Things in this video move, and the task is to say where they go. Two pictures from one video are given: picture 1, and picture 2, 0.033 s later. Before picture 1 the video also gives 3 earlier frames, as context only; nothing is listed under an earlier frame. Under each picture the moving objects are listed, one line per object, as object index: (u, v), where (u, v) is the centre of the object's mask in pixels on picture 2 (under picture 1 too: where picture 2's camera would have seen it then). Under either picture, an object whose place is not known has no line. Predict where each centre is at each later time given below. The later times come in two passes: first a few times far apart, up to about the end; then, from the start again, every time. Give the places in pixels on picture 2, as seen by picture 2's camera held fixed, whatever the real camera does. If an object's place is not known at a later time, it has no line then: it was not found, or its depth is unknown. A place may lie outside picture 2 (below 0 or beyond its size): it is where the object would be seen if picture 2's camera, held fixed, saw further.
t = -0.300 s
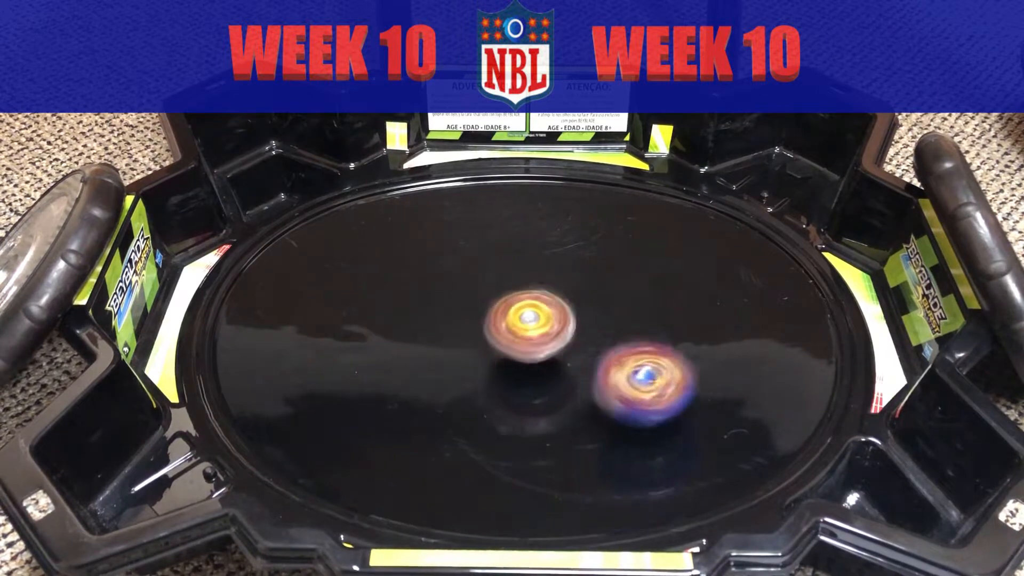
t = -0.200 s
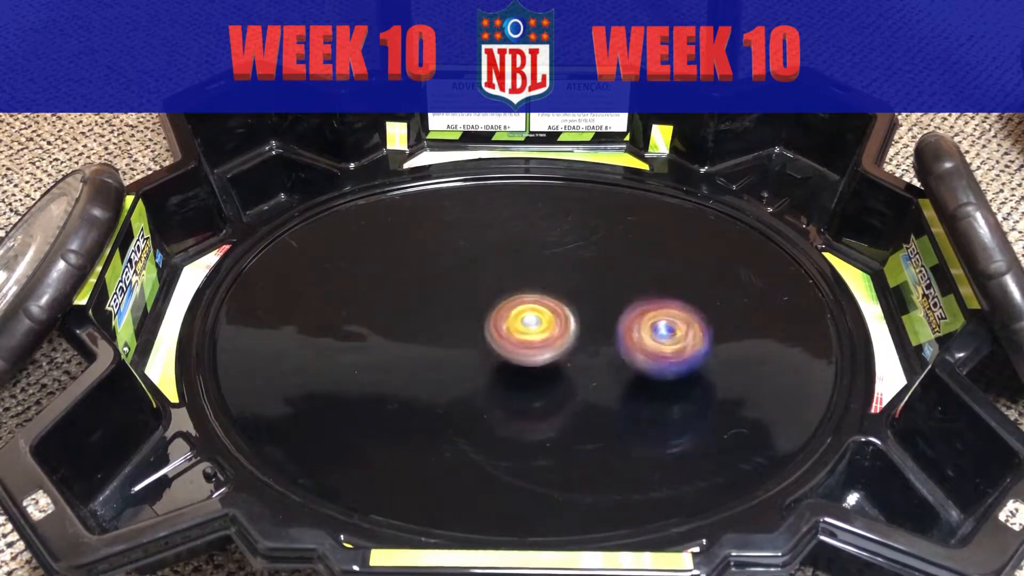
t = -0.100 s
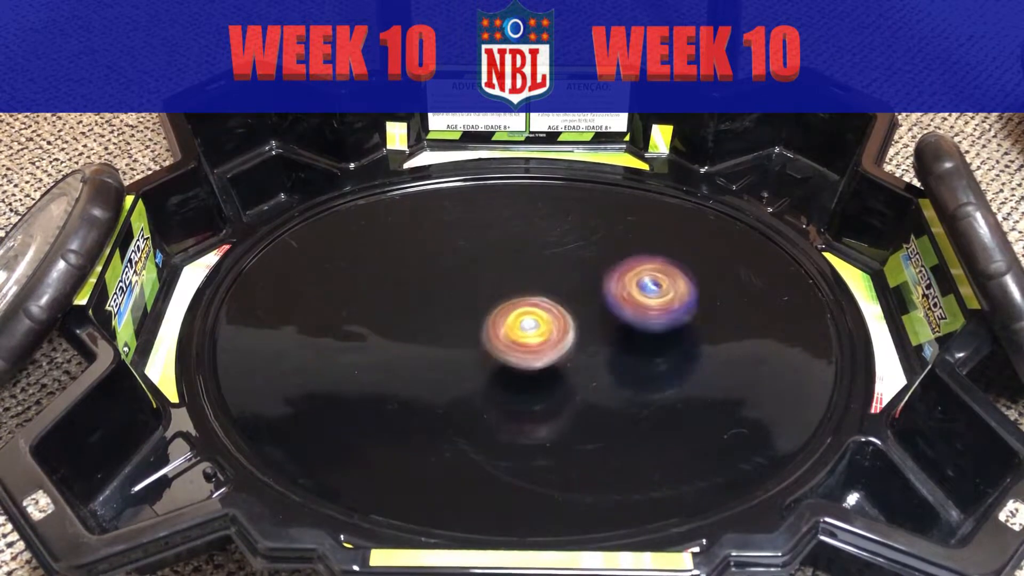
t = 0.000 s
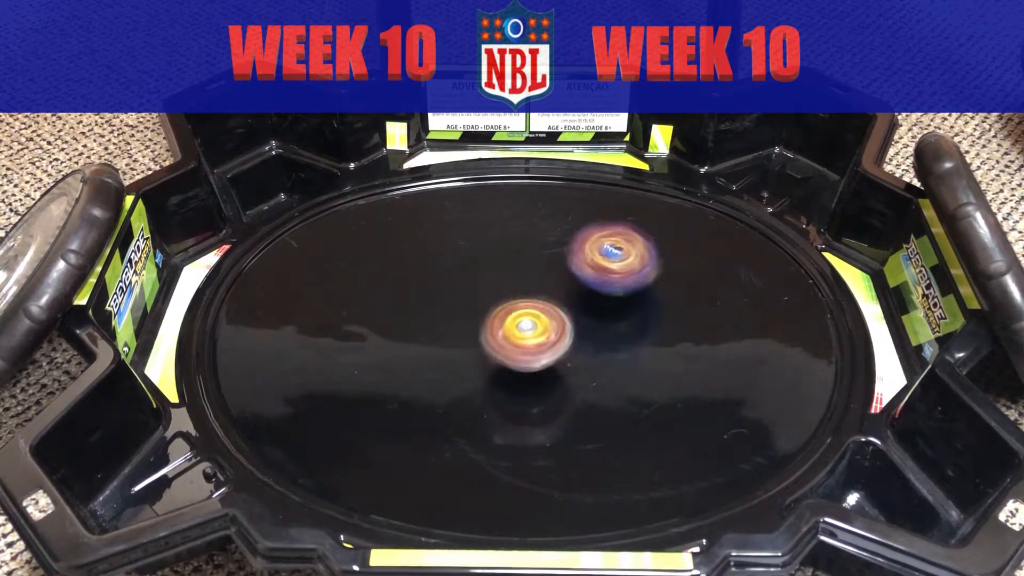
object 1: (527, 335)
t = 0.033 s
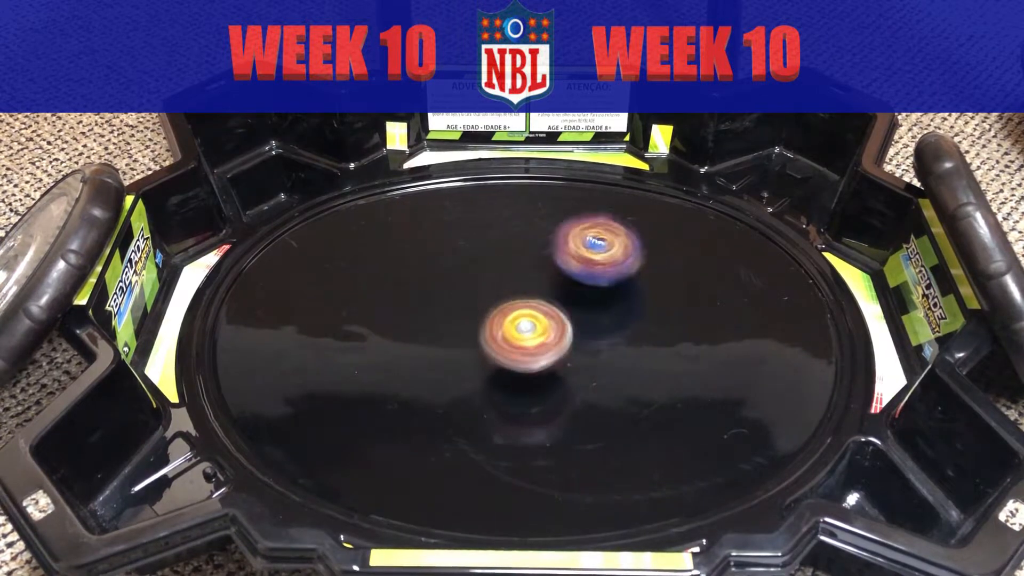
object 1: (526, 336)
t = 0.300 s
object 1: (518, 335)
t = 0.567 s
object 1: (512, 329)
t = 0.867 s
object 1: (512, 320)
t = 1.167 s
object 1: (520, 313)
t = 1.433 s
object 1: (528, 313)
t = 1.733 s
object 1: (530, 318)
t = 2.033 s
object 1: (525, 322)
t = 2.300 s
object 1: (520, 321)
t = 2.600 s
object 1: (517, 317)
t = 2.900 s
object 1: (518, 313)
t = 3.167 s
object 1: (523, 311)
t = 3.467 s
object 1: (526, 314)
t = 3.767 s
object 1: (523, 316)
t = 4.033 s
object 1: (517, 316)
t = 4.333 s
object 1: (475, 328)
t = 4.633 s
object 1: (513, 387)
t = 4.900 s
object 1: (511, 389)
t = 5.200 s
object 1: (529, 363)
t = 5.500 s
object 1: (549, 377)
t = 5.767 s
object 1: (510, 387)
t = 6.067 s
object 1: (361, 408)
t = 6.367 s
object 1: (429, 383)
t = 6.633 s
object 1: (431, 337)
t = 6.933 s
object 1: (459, 352)
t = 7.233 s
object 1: (462, 353)
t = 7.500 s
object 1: (447, 335)
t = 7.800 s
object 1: (461, 343)
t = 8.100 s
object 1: (465, 352)
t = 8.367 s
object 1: (454, 337)
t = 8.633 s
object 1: (464, 344)
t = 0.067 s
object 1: (525, 336)
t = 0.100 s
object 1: (525, 336)
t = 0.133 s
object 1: (523, 336)
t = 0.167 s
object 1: (522, 336)
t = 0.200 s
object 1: (521, 337)
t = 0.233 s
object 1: (521, 336)
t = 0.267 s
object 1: (520, 336)
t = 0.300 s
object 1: (518, 335)
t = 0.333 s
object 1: (517, 335)
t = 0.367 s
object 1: (517, 335)
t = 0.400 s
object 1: (516, 334)
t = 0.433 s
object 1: (514, 333)
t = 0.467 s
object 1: (514, 332)
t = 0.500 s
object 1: (513, 332)
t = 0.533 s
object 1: (513, 330)
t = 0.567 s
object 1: (512, 329)
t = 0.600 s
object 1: (511, 328)
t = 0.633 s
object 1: (512, 328)
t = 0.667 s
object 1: (511, 326)
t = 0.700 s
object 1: (510, 325)
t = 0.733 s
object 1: (510, 324)
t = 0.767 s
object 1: (512, 323)
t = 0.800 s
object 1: (512, 322)
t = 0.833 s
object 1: (511, 321)
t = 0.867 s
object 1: (512, 320)
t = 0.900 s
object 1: (513, 319)
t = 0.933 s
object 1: (514, 318)
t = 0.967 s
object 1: (513, 317)
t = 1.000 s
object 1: (514, 317)
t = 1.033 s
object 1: (516, 316)
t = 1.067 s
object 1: (518, 315)
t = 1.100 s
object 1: (517, 314)
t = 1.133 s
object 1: (519, 314)
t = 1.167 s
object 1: (520, 313)
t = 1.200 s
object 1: (521, 313)
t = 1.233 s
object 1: (521, 313)
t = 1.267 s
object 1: (523, 313)
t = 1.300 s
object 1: (525, 312)
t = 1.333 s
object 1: (525, 312)
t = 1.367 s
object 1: (528, 313)
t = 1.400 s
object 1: (529, 313)
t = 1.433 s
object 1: (528, 313)
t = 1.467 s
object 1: (529, 314)
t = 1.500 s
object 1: (530, 314)
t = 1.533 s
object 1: (530, 315)
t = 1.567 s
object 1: (529, 315)
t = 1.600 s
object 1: (530, 316)
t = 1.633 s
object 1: (531, 316)
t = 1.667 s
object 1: (529, 317)
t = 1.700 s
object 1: (530, 317)
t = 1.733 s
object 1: (530, 318)
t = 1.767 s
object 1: (530, 318)
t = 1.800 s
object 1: (529, 319)
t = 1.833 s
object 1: (530, 320)
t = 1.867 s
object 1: (529, 320)
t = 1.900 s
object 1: (528, 320)
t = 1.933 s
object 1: (528, 321)
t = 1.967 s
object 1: (528, 321)
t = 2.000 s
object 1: (526, 321)
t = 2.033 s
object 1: (525, 322)
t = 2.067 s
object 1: (526, 322)
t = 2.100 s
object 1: (525, 321)
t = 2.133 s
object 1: (523, 322)
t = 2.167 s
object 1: (523, 322)
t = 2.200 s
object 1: (523, 322)
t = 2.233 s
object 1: (520, 322)
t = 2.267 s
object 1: (520, 322)
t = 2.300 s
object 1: (520, 321)
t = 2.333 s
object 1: (518, 321)
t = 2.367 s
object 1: (517, 321)
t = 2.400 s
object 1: (518, 320)
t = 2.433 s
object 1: (517, 319)
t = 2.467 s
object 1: (516, 319)
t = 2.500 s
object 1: (517, 319)
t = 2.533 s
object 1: (517, 318)
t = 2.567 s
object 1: (516, 318)
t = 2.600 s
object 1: (517, 317)
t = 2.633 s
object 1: (517, 317)
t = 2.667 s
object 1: (516, 316)
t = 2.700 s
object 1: (517, 316)
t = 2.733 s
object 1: (517, 315)
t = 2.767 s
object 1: (516, 314)
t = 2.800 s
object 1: (517, 314)
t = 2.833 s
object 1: (518, 313)
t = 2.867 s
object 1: (517, 313)
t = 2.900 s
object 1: (518, 313)
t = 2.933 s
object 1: (519, 312)
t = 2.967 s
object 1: (519, 312)
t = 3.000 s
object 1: (520, 312)
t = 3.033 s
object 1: (521, 311)
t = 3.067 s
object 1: (521, 311)
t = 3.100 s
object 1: (522, 311)
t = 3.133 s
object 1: (523, 311)
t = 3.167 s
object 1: (523, 311)
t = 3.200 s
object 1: (524, 311)
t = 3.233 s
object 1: (525, 311)
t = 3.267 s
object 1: (525, 311)
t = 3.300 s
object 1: (526, 312)
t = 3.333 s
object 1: (527, 312)
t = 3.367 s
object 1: (526, 313)
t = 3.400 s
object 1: (527, 313)
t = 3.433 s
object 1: (527, 313)
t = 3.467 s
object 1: (526, 314)
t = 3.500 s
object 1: (527, 314)
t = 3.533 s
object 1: (527, 314)
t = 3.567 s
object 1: (525, 315)
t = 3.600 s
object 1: (526, 315)
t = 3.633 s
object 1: (526, 315)
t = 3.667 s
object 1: (525, 316)
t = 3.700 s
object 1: (525, 316)
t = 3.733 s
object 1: (524, 316)
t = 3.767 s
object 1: (523, 316)
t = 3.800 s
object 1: (523, 317)
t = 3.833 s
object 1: (522, 316)
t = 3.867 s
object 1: (520, 316)
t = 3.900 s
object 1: (521, 317)
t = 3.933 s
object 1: (519, 316)
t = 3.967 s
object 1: (518, 316)
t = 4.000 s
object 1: (519, 316)
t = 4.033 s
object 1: (517, 316)
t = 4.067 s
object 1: (511, 321)
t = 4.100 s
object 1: (503, 325)
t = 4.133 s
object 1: (496, 328)
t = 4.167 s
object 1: (492, 329)
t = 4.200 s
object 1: (488, 329)
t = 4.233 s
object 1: (485, 329)
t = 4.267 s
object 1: (481, 329)
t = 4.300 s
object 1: (478, 329)
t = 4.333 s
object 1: (475, 328)
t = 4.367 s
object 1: (474, 333)
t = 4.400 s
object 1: (480, 343)
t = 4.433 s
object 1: (483, 350)
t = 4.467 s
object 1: (486, 356)
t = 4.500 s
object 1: (487, 360)
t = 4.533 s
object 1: (495, 369)
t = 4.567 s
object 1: (503, 377)
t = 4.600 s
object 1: (509, 384)
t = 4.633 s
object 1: (513, 387)
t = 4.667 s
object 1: (514, 389)
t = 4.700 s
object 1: (515, 391)
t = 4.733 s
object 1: (516, 392)
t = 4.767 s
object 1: (516, 393)
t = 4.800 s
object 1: (515, 393)
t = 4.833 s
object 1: (513, 393)
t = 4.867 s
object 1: (512, 391)
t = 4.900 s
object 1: (511, 389)
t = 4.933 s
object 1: (510, 385)
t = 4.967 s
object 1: (511, 383)
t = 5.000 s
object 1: (512, 380)
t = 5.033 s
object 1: (513, 376)
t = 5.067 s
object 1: (516, 373)
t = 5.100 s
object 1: (518, 370)
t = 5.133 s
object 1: (522, 367)
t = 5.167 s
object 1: (525, 365)
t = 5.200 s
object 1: (529, 363)
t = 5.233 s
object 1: (532, 362)
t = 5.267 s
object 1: (536, 361)
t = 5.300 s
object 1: (540, 361)
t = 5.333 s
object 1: (542, 364)
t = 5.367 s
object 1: (542, 369)
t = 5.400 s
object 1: (541, 374)
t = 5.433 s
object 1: (545, 374)
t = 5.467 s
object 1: (547, 377)
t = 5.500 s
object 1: (549, 377)
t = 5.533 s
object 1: (549, 379)
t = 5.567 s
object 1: (548, 381)
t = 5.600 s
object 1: (546, 384)
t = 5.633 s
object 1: (542, 385)
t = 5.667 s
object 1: (540, 384)
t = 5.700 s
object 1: (538, 381)
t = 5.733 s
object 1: (538, 379)
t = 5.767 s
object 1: (510, 387)
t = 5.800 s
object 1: (478, 390)
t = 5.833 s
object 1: (444, 401)
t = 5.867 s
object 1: (421, 405)
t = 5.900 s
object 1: (401, 409)
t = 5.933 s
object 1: (390, 409)
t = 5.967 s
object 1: (376, 410)
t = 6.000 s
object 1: (367, 409)
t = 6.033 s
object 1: (362, 409)
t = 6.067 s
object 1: (361, 408)
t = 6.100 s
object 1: (363, 407)
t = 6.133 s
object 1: (367, 405)
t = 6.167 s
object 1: (373, 403)
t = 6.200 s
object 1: (381, 401)
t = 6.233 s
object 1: (392, 398)
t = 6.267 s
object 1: (403, 394)
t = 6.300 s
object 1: (413, 392)
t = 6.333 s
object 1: (421, 388)
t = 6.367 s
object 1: (429, 383)
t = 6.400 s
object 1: (434, 378)
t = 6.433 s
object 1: (436, 369)
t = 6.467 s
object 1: (435, 361)
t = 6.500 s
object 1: (435, 355)
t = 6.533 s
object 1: (435, 349)
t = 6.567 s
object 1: (434, 343)
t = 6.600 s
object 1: (432, 340)
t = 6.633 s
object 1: (431, 337)
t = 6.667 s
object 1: (431, 337)
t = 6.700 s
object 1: (433, 337)
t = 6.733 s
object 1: (435, 338)
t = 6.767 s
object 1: (440, 339)
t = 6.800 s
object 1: (445, 340)
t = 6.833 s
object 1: (449, 342)
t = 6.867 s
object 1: (453, 345)
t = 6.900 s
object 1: (457, 348)
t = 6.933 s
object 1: (459, 352)
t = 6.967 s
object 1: (460, 356)
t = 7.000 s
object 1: (460, 358)
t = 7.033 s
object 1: (459, 360)
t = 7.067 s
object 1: (459, 361)
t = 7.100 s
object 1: (459, 361)
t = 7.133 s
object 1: (460, 360)
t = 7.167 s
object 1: (461, 358)
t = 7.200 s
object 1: (461, 356)
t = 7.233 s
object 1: (462, 353)
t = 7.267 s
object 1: (462, 350)
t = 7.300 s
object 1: (461, 346)
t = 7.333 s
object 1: (459, 343)
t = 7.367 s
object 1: (457, 340)
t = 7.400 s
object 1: (455, 338)
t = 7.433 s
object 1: (452, 337)
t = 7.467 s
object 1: (449, 336)
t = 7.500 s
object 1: (447, 335)
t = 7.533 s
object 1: (446, 335)
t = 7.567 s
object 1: (446, 335)
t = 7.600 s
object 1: (447, 335)
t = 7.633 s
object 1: (448, 336)
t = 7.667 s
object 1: (450, 336)
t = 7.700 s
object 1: (453, 337)
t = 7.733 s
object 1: (456, 339)
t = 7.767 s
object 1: (459, 341)
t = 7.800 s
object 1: (461, 343)
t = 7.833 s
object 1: (463, 346)
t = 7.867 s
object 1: (465, 348)
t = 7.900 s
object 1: (465, 351)
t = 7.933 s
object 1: (465, 353)
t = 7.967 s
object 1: (465, 354)
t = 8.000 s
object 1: (465, 355)
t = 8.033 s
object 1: (465, 354)
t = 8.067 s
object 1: (465, 353)
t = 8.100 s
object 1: (465, 352)
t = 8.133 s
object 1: (466, 349)
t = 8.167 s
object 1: (465, 347)
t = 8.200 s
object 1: (464, 344)
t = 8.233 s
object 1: (462, 342)
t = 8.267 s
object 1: (460, 340)
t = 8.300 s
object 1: (458, 338)
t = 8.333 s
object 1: (456, 337)
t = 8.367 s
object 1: (454, 337)
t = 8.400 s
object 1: (453, 336)
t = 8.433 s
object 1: (453, 336)
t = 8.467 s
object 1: (455, 337)
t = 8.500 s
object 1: (457, 338)
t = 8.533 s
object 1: (458, 339)
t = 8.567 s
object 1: (460, 340)
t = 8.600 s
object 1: (462, 342)
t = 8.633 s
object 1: (464, 344)
